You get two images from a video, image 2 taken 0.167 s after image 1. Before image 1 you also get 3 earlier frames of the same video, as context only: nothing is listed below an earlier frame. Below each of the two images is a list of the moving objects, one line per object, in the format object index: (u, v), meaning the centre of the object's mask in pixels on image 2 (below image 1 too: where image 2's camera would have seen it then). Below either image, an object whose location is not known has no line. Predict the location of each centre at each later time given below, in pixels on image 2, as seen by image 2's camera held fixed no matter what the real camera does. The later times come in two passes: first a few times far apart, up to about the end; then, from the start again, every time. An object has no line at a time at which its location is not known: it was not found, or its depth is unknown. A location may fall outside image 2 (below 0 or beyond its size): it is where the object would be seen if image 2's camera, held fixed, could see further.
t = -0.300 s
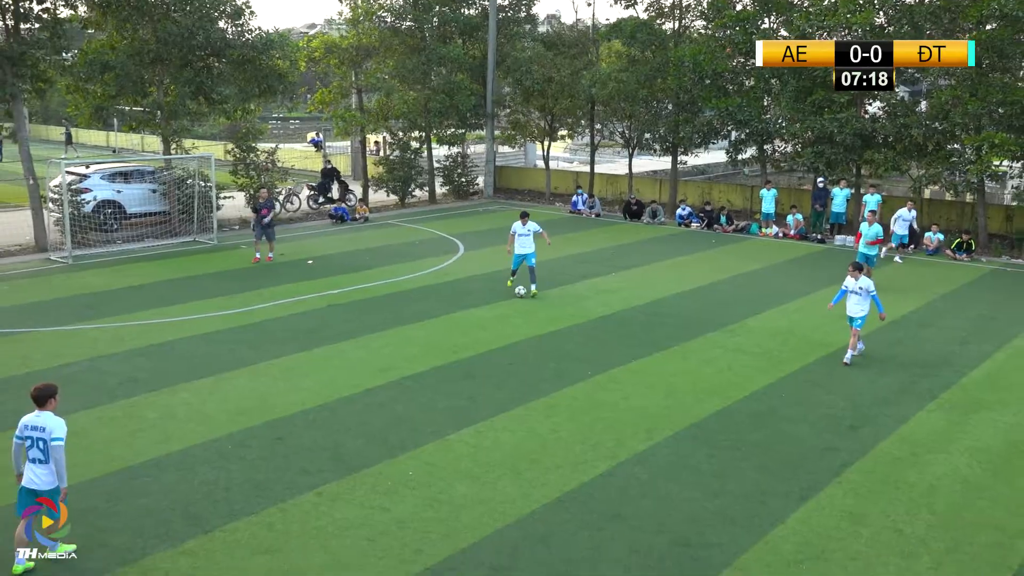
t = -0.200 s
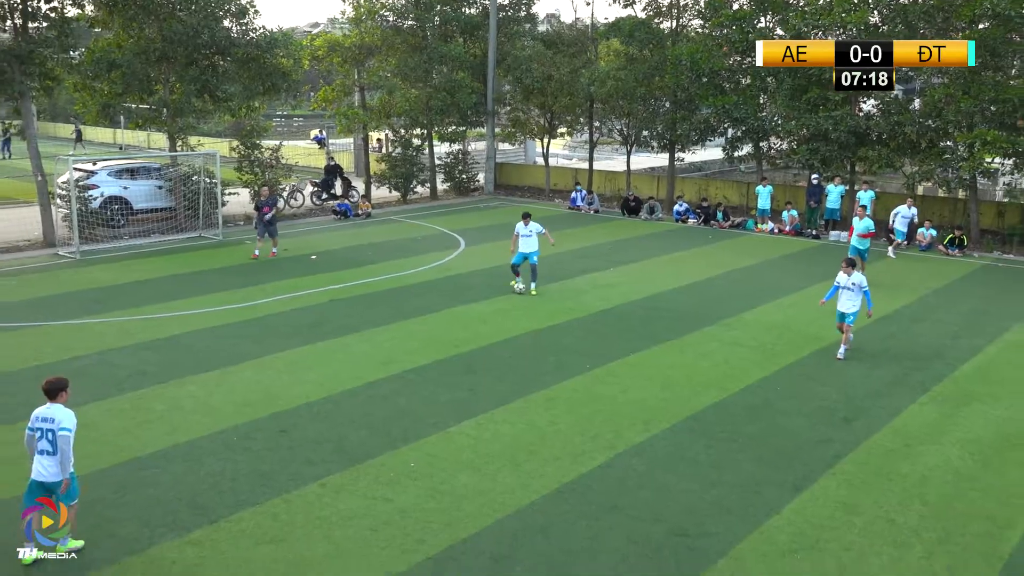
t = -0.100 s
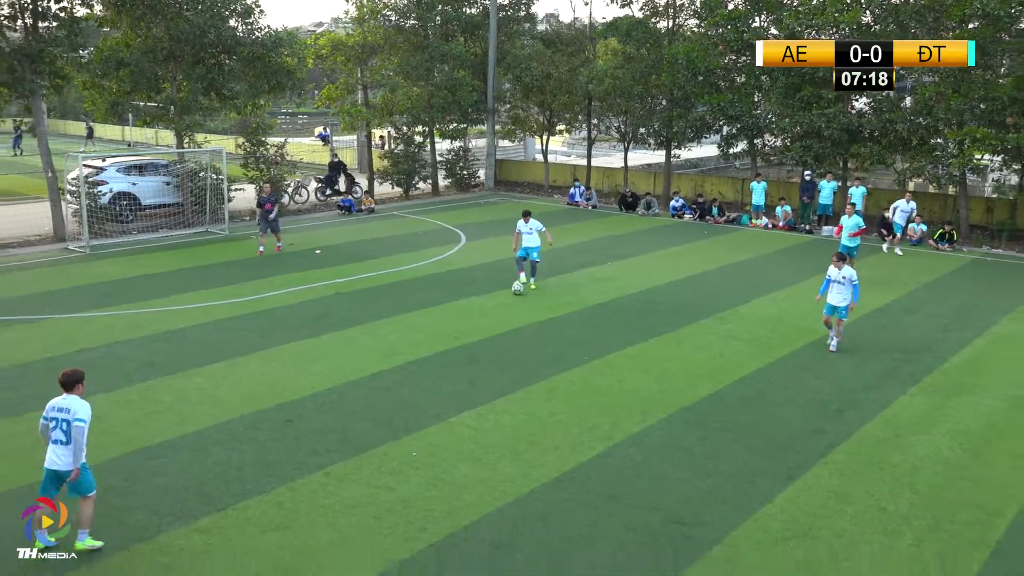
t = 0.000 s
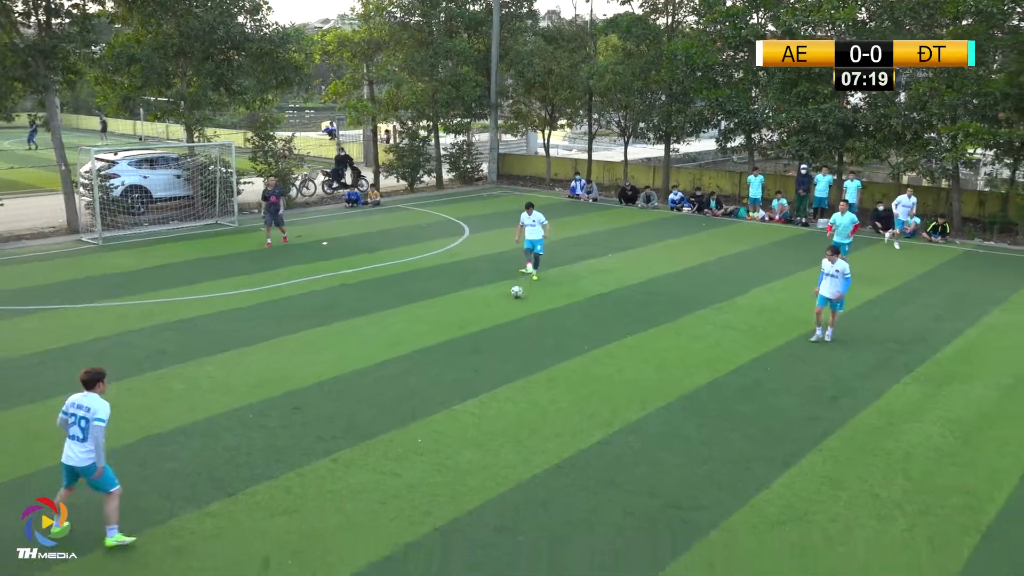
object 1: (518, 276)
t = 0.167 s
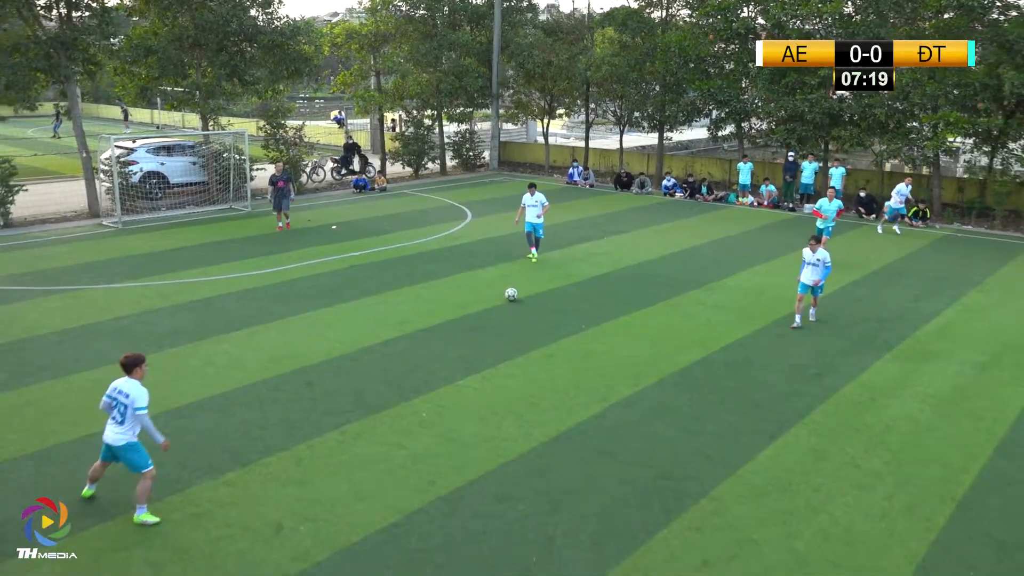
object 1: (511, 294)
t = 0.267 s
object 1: (507, 305)
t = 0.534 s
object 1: (497, 339)
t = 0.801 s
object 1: (487, 381)
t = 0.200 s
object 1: (510, 297)
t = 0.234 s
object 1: (508, 300)
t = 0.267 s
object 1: (507, 305)
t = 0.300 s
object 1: (506, 310)
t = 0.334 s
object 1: (505, 313)
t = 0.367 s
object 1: (504, 316)
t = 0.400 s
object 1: (502, 320)
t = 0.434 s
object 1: (501, 324)
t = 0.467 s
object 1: (500, 329)
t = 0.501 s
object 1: (499, 335)
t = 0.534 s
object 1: (497, 339)
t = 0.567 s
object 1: (496, 342)
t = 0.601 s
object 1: (495, 345)
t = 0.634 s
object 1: (493, 350)
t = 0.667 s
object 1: (492, 357)
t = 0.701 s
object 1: (491, 363)
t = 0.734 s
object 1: (489, 369)
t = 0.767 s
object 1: (488, 375)
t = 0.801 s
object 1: (487, 381)
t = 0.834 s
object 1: (485, 387)
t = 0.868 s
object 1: (484, 393)
